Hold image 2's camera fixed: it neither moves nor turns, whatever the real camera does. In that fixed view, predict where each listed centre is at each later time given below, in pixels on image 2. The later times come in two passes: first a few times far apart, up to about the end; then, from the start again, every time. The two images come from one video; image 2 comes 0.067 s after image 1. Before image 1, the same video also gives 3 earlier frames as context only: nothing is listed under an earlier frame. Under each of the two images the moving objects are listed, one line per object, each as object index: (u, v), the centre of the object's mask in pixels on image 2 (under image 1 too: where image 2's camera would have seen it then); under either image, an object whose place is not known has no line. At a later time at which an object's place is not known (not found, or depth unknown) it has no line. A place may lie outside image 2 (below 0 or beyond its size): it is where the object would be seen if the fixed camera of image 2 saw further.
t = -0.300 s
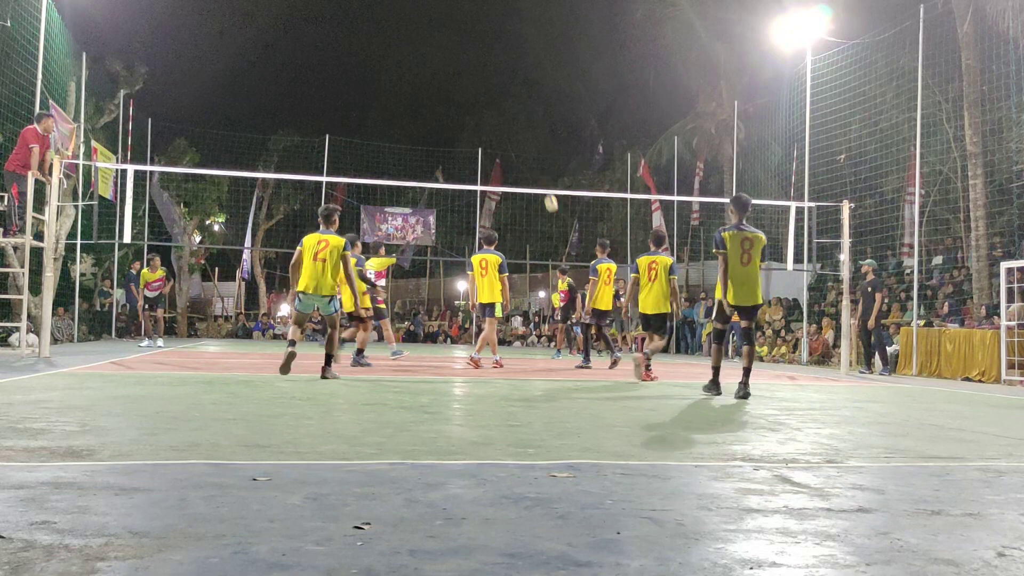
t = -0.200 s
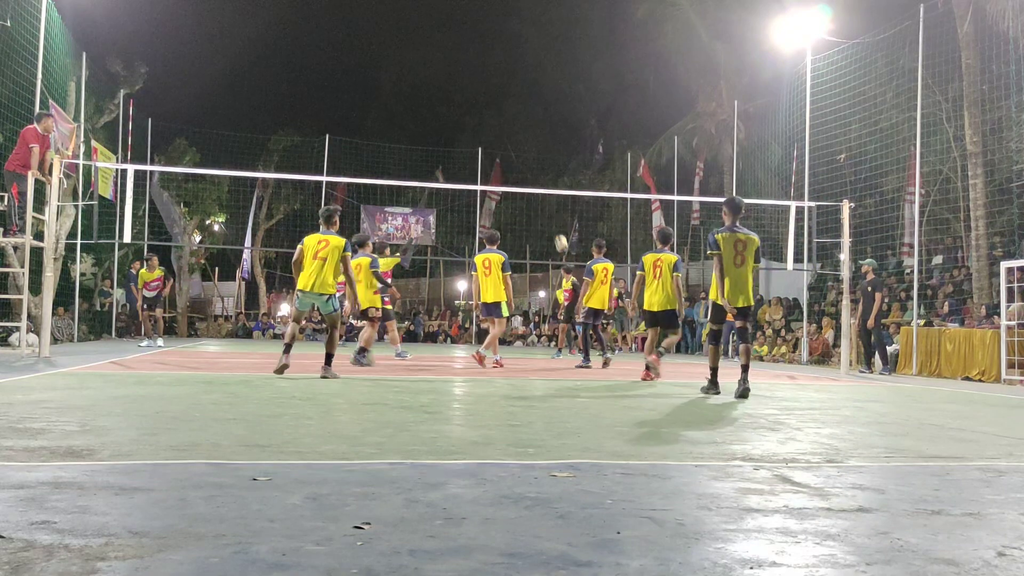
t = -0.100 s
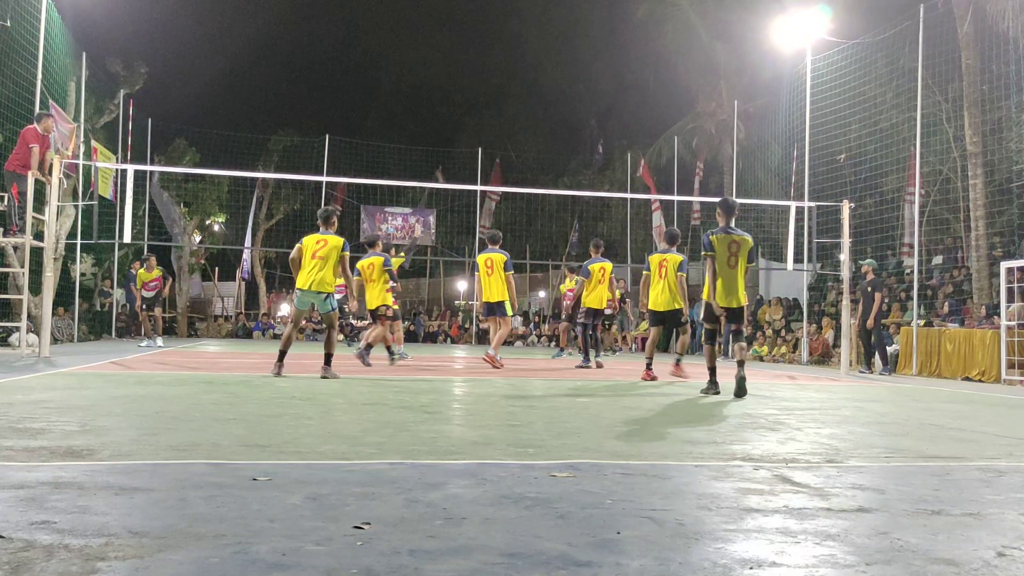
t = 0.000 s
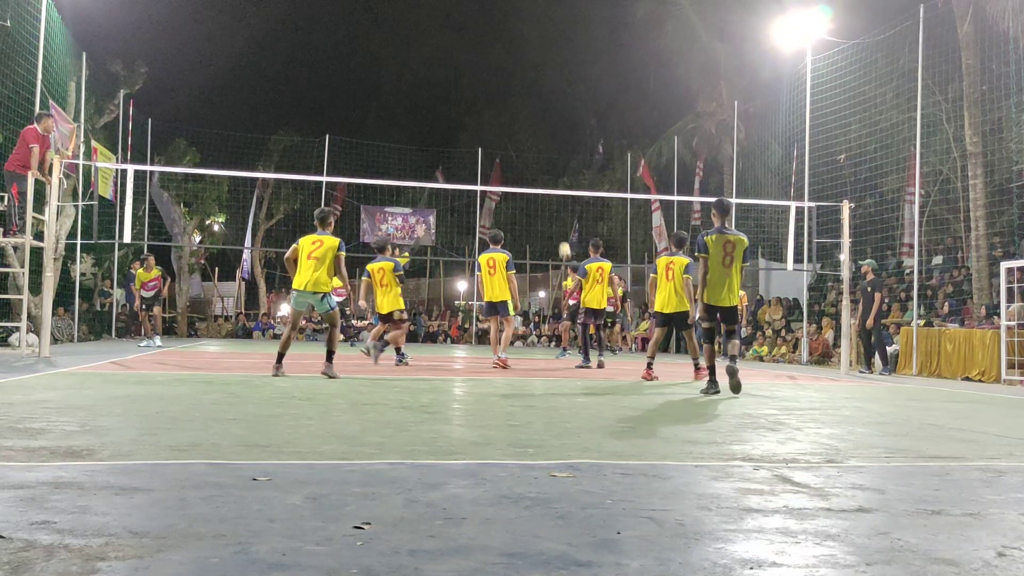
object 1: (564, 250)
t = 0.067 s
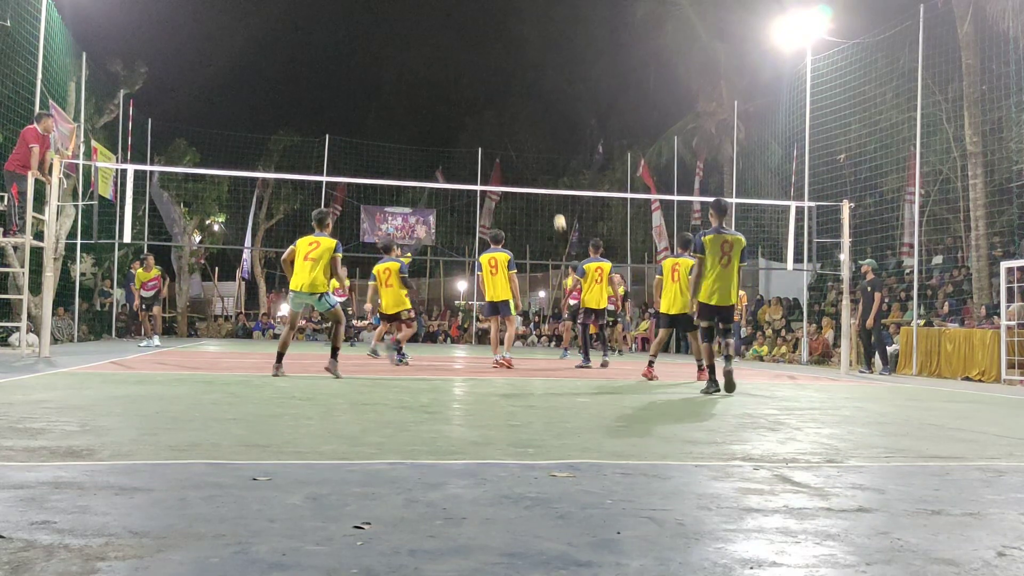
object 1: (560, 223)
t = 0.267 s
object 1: (544, 153)
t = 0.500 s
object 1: (525, 97)
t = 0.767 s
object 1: (502, 69)
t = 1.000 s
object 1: (479, 76)
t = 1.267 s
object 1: (452, 125)
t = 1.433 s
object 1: (434, 177)
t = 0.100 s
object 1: (557, 210)
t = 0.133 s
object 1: (555, 200)
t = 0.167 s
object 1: (552, 184)
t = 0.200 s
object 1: (549, 174)
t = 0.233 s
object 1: (547, 164)
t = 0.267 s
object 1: (544, 153)
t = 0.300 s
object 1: (541, 143)
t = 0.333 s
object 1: (539, 135)
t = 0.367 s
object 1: (536, 126)
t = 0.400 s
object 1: (533, 118)
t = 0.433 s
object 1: (531, 110)
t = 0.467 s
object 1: (528, 104)
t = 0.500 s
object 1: (525, 97)
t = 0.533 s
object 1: (522, 91)
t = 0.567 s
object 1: (520, 87)
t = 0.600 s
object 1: (516, 82)
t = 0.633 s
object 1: (514, 78)
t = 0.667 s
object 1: (511, 75)
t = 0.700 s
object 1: (508, 72)
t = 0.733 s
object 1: (505, 70)
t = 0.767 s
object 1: (502, 69)
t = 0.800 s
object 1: (499, 68)
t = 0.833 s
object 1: (495, 67)
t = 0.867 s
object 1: (492, 68)
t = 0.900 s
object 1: (489, 69)
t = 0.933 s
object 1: (486, 71)
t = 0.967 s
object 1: (483, 73)
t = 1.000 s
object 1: (479, 76)
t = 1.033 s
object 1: (476, 80)
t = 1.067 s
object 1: (473, 84)
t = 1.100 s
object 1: (469, 89)
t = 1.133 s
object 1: (466, 95)
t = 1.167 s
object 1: (462, 102)
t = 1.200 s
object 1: (459, 109)
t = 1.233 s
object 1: (456, 117)
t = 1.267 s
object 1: (452, 125)
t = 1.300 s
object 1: (448, 135)
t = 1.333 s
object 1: (445, 145)
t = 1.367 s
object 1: (441, 156)
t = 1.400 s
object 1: (438, 167)
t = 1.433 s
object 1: (434, 177)
